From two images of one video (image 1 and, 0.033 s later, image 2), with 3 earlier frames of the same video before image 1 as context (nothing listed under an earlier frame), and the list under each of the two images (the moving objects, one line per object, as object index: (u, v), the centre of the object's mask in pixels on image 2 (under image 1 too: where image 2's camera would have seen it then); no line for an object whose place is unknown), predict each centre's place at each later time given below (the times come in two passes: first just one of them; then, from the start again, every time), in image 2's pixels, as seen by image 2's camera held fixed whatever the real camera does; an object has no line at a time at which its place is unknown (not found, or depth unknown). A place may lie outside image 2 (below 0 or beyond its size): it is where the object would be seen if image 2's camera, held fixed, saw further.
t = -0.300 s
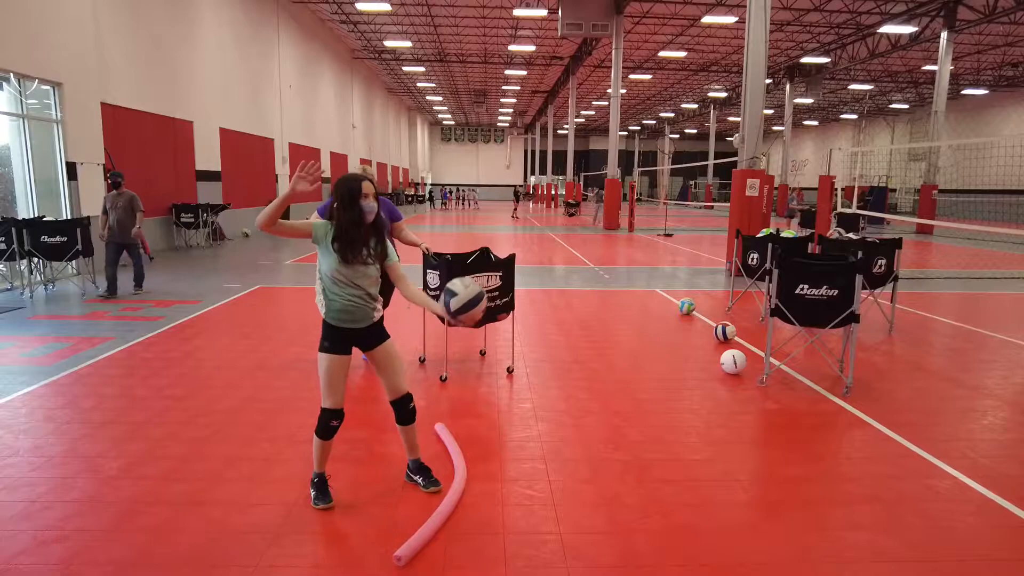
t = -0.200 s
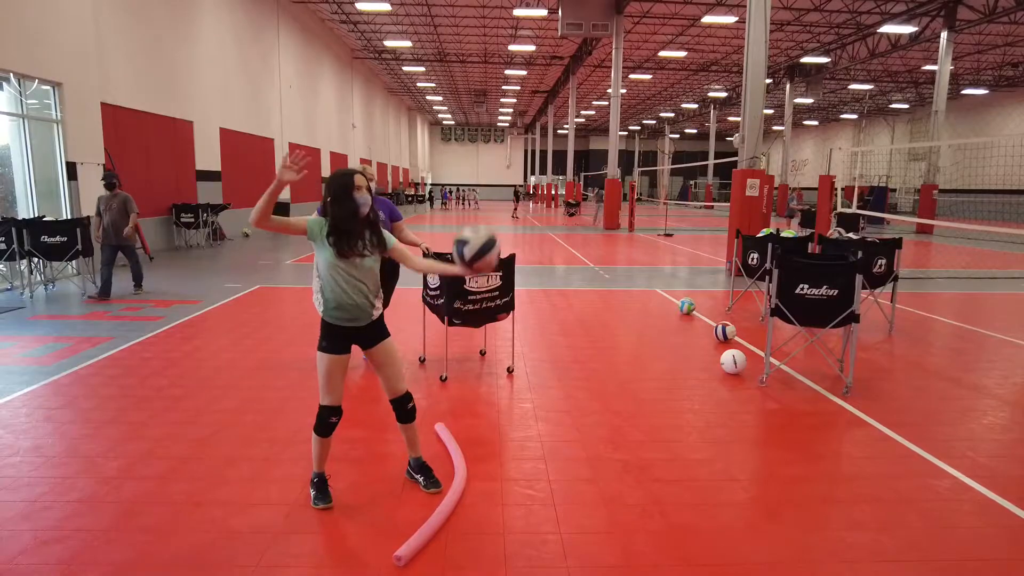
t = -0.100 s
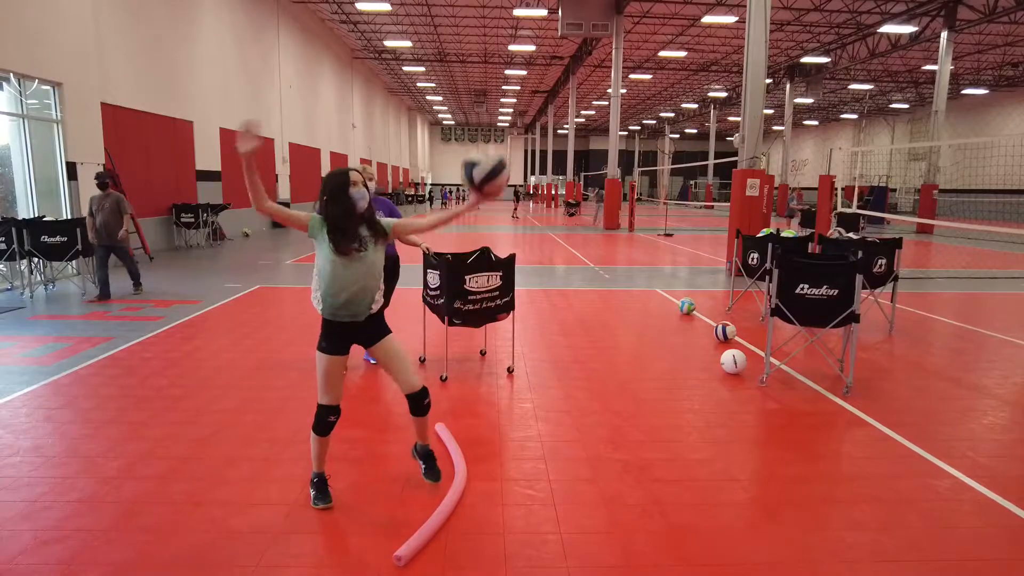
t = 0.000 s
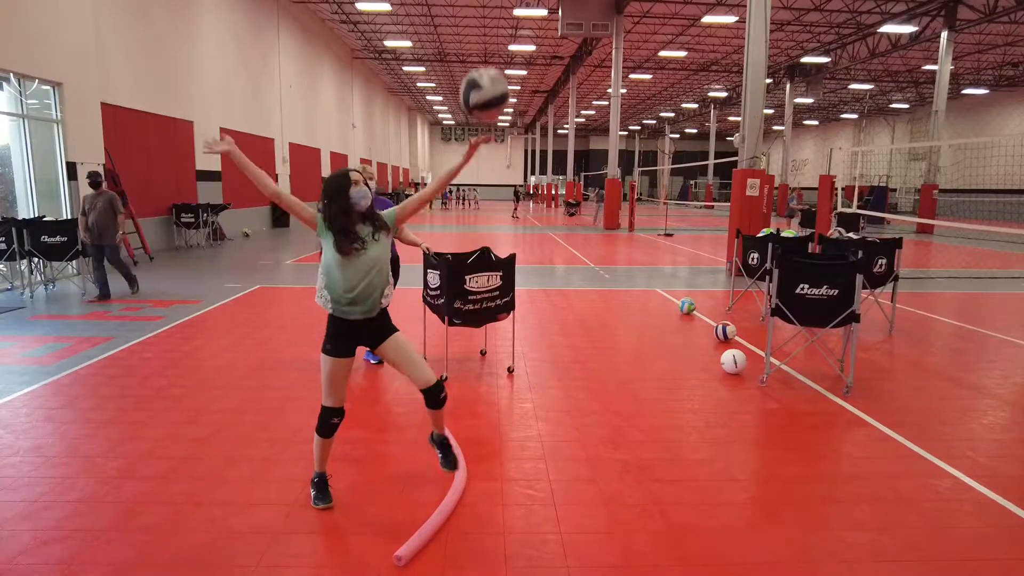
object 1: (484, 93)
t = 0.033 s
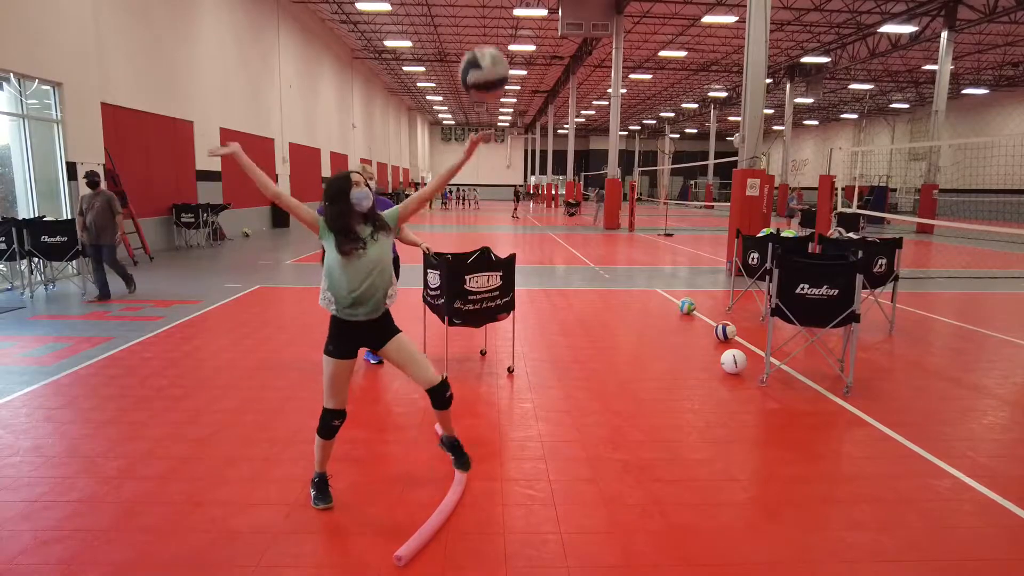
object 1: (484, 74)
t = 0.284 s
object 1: (479, 13)
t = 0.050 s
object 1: (484, 64)
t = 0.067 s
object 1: (484, 52)
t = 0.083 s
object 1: (483, 44)
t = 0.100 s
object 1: (483, 38)
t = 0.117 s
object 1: (482, 31)
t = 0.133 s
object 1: (482, 25)
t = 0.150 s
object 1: (481, 22)
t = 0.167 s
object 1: (481, 19)
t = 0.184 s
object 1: (481, 17)
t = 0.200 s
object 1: (480, 16)
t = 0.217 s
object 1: (480, 14)
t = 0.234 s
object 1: (480, 14)
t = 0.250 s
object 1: (479, 13)
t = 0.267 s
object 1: (479, 13)
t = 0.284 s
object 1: (479, 13)
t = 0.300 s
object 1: (478, 13)
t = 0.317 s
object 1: (478, 14)
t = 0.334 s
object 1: (477, 14)
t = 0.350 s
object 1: (477, 15)
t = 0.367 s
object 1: (476, 16)
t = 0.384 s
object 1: (475, 19)
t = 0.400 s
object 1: (475, 21)
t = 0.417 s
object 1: (474, 24)
